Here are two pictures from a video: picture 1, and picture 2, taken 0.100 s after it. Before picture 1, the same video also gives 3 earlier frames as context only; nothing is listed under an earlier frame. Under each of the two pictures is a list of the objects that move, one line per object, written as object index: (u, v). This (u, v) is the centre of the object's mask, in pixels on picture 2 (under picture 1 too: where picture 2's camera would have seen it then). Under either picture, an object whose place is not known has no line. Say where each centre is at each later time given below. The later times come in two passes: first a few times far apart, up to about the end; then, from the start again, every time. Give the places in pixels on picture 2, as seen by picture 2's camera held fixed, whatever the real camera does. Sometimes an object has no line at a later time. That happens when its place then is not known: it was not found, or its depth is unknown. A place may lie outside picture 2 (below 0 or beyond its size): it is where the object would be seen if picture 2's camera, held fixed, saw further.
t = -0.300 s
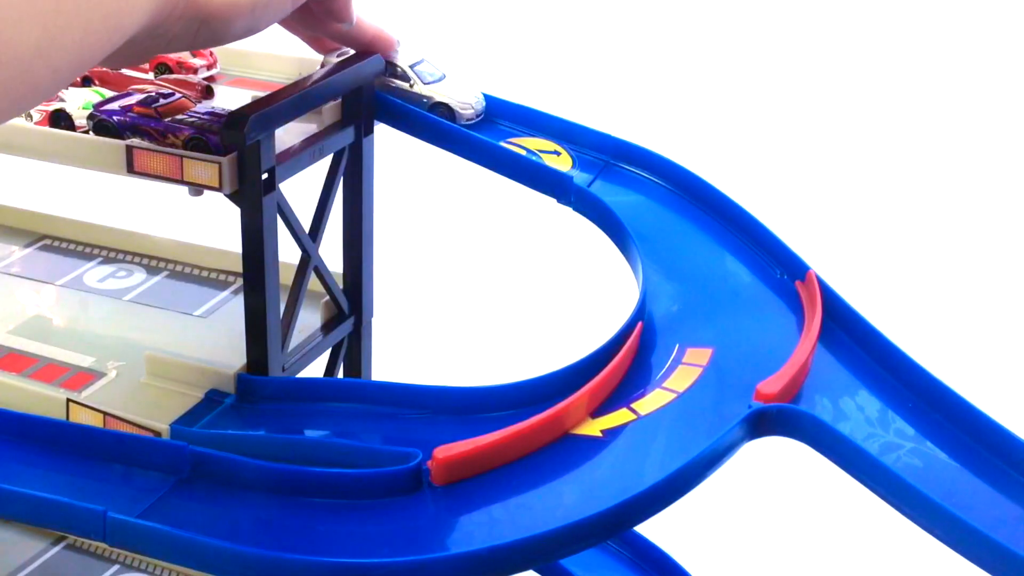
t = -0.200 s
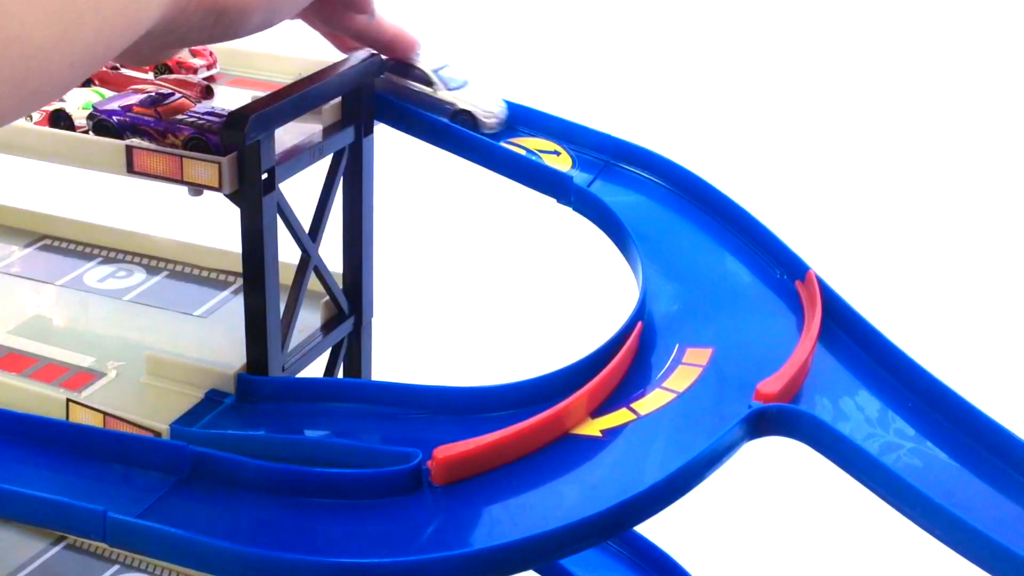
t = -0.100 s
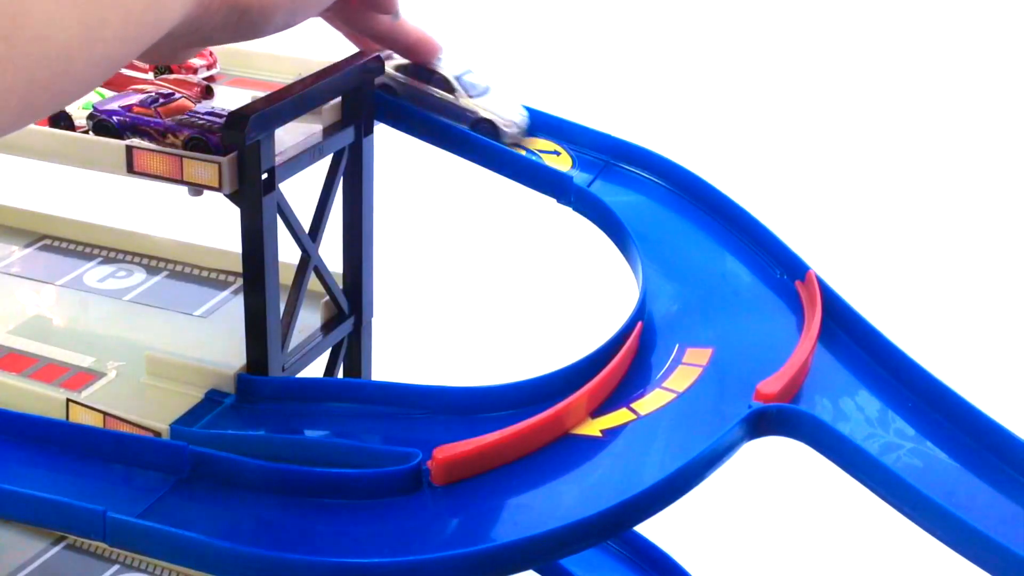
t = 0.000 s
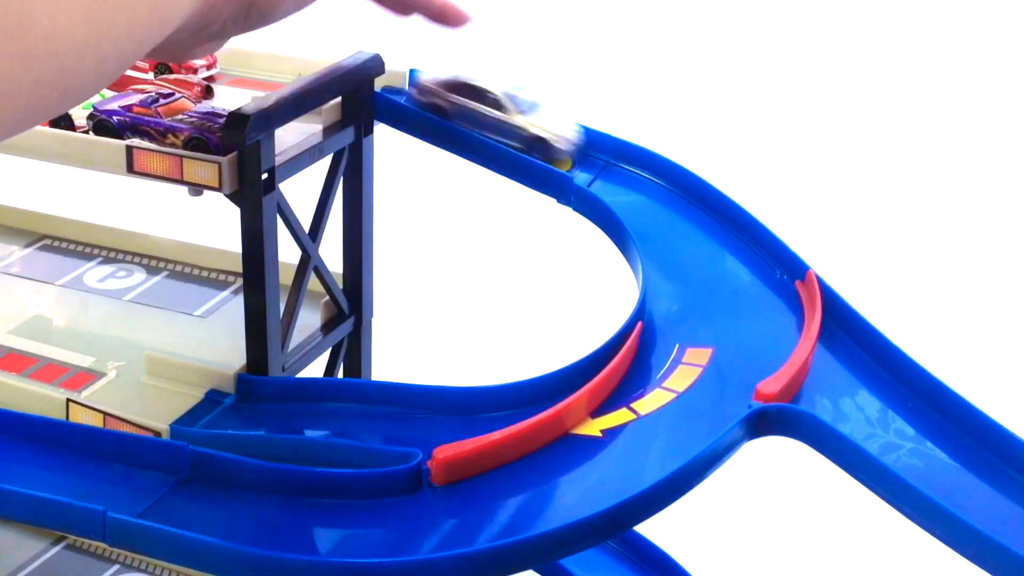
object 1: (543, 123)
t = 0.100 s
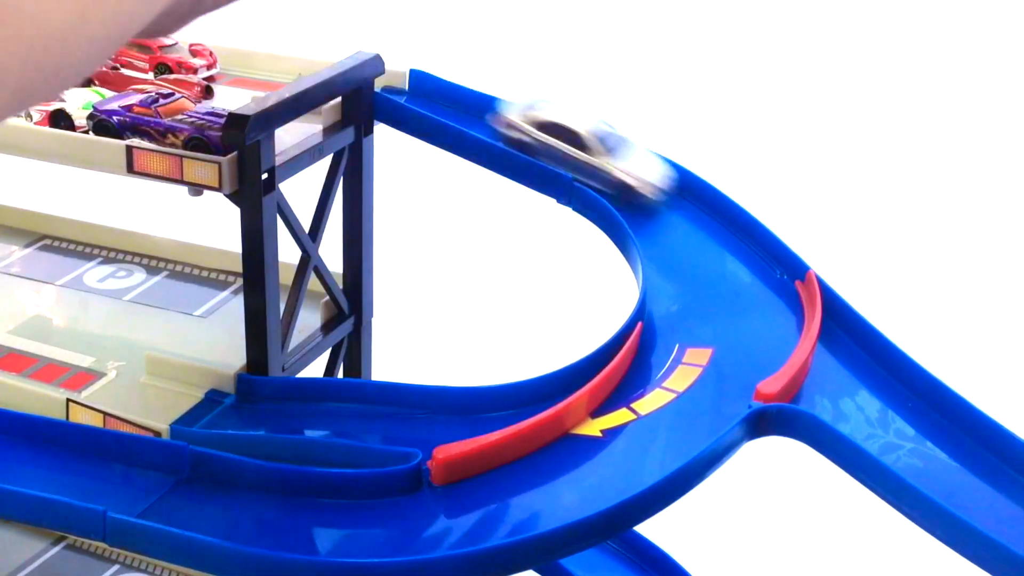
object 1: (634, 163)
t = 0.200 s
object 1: (735, 239)
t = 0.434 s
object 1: (588, 440)
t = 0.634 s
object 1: (167, 477)
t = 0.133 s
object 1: (666, 182)
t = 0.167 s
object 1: (702, 208)
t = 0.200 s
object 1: (735, 239)
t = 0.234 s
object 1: (761, 272)
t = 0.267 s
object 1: (755, 307)
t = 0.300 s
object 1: (737, 311)
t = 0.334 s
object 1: (724, 341)
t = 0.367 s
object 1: (696, 369)
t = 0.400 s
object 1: (650, 403)
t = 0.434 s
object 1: (588, 440)
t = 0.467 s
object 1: (523, 468)
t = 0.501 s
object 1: (449, 488)
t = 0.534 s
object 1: (374, 501)
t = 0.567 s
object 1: (299, 500)
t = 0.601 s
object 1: (230, 491)
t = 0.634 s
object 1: (167, 477)
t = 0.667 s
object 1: (107, 464)
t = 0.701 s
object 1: (66, 452)
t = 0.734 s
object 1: (36, 444)
